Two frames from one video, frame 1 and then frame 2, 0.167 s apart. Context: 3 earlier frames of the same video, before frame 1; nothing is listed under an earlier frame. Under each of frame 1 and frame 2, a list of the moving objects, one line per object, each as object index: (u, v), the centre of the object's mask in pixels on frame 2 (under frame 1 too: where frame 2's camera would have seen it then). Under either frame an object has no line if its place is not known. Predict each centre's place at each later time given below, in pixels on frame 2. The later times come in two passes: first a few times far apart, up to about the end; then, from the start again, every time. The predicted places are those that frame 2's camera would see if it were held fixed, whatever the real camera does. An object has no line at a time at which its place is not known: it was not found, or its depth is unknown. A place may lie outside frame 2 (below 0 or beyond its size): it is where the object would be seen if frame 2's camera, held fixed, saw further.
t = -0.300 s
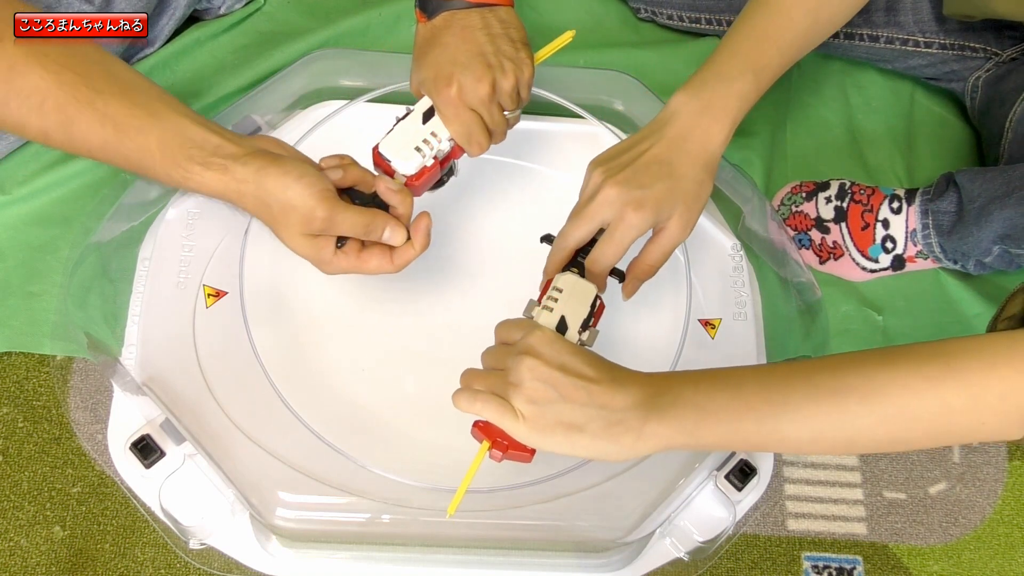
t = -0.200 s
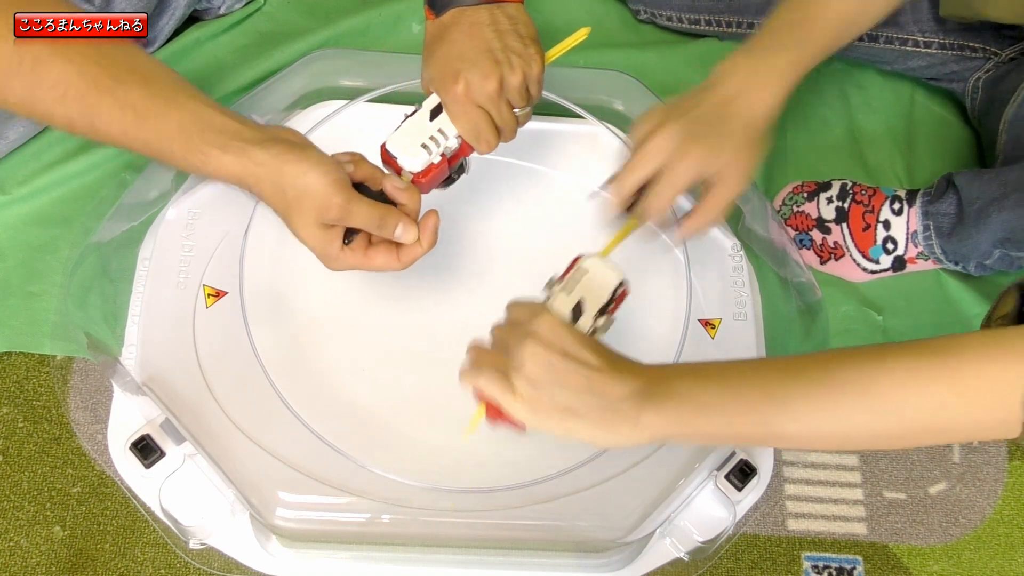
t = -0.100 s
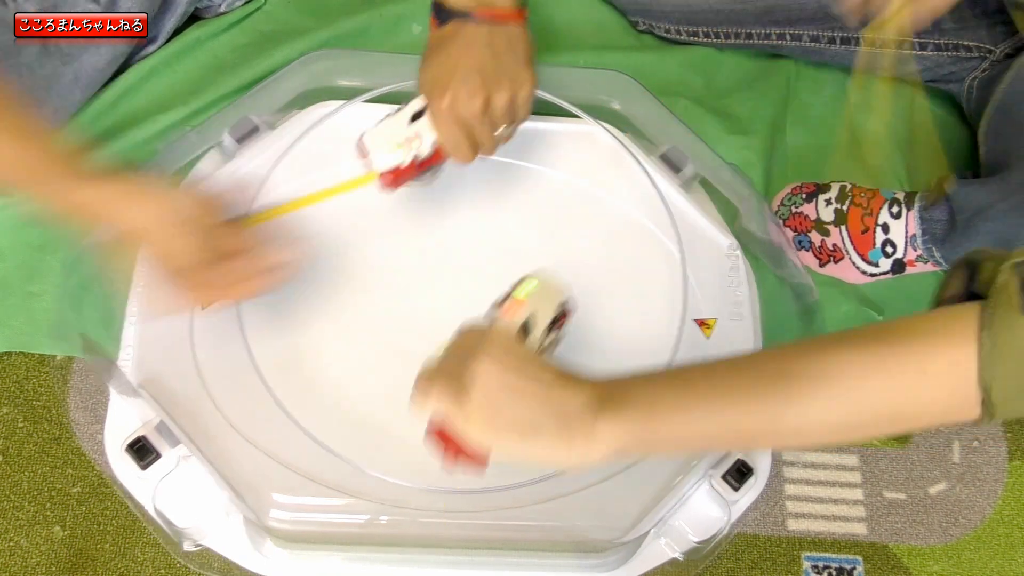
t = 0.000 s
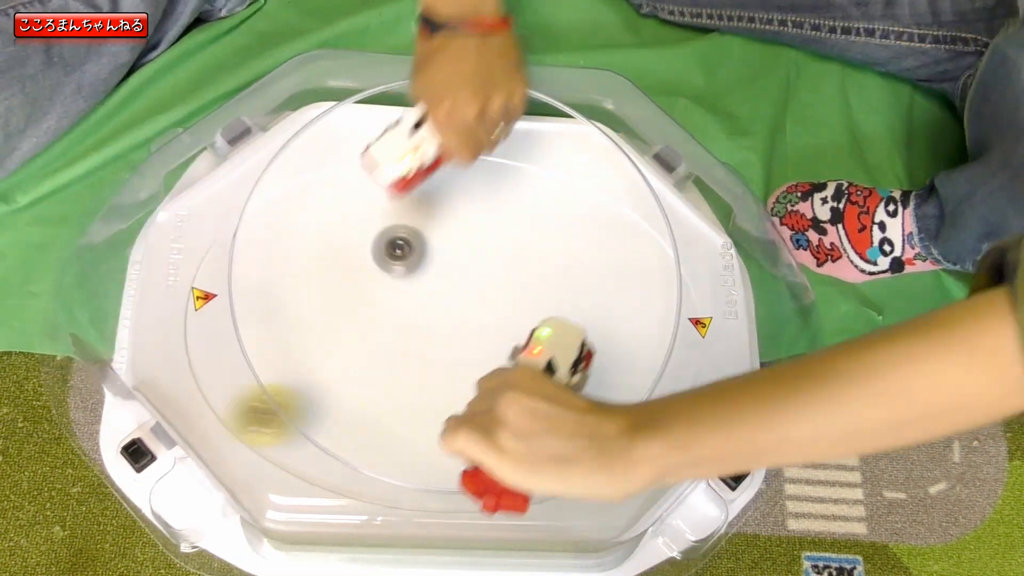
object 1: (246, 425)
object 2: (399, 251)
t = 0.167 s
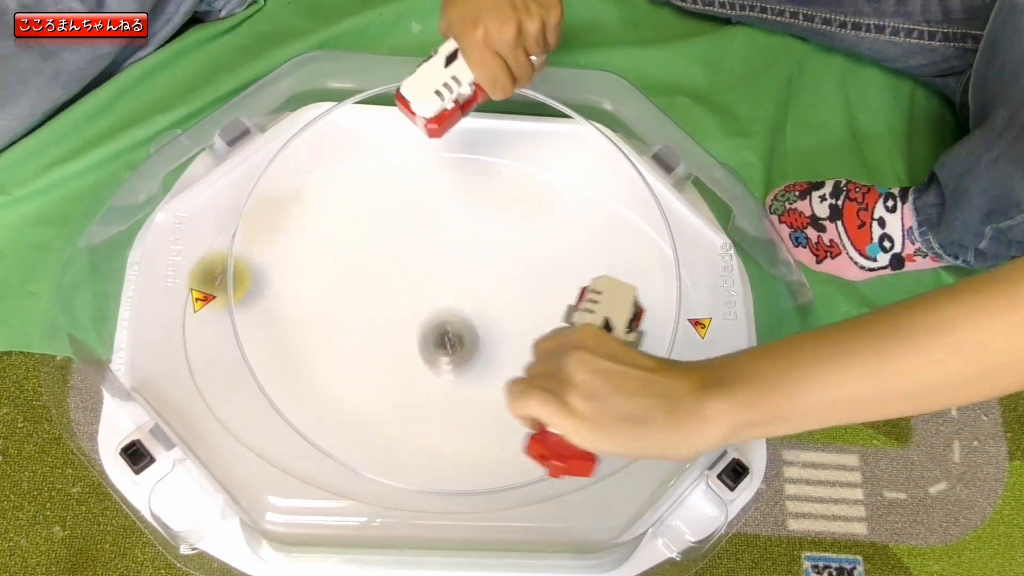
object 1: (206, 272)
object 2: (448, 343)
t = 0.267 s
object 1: (238, 193)
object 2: (477, 435)
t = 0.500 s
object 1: (382, 182)
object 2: (563, 462)
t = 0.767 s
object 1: (460, 290)
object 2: (637, 366)
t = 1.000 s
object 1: (470, 305)
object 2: (613, 242)
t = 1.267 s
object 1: (404, 301)
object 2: (416, 191)
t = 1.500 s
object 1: (408, 412)
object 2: (232, 304)
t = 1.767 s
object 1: (601, 384)
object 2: (347, 478)
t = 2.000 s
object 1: (585, 236)
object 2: (603, 465)
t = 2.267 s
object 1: (351, 219)
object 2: (686, 265)
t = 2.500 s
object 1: (240, 375)
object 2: (493, 155)
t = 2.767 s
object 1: (412, 497)
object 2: (202, 254)
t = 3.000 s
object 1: (600, 417)
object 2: (332, 476)
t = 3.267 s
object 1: (581, 231)
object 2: (620, 438)
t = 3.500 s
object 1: (402, 173)
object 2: (674, 241)
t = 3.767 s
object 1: (212, 258)
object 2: (423, 144)
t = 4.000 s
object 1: (234, 413)
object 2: (203, 255)
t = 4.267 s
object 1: (446, 458)
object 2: (330, 474)
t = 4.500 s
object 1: (593, 349)
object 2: (573, 443)
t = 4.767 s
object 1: (545, 195)
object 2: (664, 236)
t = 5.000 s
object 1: (387, 170)
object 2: (480, 149)
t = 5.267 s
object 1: (257, 290)
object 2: (238, 209)
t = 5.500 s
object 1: (338, 425)
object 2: (208, 396)
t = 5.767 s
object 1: (536, 438)
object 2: (440, 494)
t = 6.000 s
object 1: (635, 333)
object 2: (653, 418)
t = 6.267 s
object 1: (555, 212)
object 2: (660, 230)
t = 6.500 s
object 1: (400, 209)
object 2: (485, 153)
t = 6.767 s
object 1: (287, 321)
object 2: (271, 238)
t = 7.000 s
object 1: (341, 433)
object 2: (254, 410)
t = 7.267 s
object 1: (505, 437)
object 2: (466, 492)
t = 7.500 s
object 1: (577, 329)
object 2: (645, 418)
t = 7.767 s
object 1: (491, 220)
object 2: (655, 244)
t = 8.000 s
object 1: (354, 216)
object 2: (518, 162)
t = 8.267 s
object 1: (271, 312)
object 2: (310, 203)
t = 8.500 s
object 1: (344, 403)
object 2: (224, 340)
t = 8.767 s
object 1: (505, 395)
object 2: (350, 482)
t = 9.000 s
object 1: (569, 294)
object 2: (537, 468)
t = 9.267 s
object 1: (479, 215)
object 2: (651, 319)
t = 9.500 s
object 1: (369, 261)
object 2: (587, 194)
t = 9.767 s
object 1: (382, 369)
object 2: (413, 163)
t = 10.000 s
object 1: (477, 408)
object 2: (271, 250)
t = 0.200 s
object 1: (216, 253)
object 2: (458, 381)
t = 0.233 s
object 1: (226, 221)
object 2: (465, 419)
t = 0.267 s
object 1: (238, 193)
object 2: (477, 435)
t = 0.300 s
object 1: (252, 172)
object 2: (491, 436)
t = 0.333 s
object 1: (277, 172)
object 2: (504, 440)
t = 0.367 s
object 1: (300, 164)
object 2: (518, 449)
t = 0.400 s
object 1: (323, 167)
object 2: (530, 460)
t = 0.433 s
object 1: (343, 167)
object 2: (539, 473)
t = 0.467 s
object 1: (364, 175)
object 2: (552, 467)
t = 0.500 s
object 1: (382, 182)
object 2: (563, 462)
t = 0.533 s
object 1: (398, 195)
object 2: (574, 458)
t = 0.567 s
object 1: (413, 204)
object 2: (585, 449)
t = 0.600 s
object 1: (427, 220)
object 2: (595, 438)
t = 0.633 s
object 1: (437, 234)
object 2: (604, 425)
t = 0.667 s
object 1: (445, 248)
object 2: (613, 411)
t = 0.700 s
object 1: (451, 264)
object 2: (621, 396)
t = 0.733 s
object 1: (456, 277)
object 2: (628, 381)
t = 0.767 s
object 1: (460, 290)
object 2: (637, 366)
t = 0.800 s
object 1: (461, 301)
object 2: (646, 348)
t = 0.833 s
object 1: (462, 308)
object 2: (651, 328)
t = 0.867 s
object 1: (463, 314)
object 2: (653, 309)
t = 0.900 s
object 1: (464, 317)
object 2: (649, 289)
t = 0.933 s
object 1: (462, 316)
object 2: (642, 272)
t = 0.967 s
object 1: (467, 313)
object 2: (629, 256)
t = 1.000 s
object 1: (470, 305)
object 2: (613, 242)
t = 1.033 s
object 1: (475, 295)
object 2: (593, 231)
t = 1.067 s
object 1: (477, 284)
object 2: (567, 222)
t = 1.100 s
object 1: (476, 274)
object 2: (541, 218)
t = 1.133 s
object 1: (470, 265)
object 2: (512, 215)
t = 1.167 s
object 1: (455, 269)
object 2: (490, 205)
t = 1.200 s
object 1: (437, 276)
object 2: (467, 196)
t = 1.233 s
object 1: (420, 286)
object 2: (442, 191)
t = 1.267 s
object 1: (404, 301)
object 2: (416, 191)
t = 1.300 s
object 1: (392, 315)
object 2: (388, 195)
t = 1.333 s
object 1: (383, 335)
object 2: (359, 203)
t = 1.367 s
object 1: (379, 353)
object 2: (330, 216)
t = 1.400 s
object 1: (379, 371)
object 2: (303, 233)
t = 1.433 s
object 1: (385, 387)
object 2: (275, 255)
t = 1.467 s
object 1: (394, 401)
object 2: (251, 278)
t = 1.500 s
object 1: (408, 412)
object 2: (232, 304)
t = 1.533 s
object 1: (424, 422)
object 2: (209, 335)
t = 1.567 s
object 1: (447, 428)
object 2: (198, 367)
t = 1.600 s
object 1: (473, 431)
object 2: (212, 389)
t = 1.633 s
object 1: (500, 432)
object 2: (235, 410)
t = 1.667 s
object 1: (528, 426)
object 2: (259, 430)
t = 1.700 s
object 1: (555, 416)
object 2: (286, 451)
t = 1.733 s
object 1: (578, 400)
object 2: (313, 470)
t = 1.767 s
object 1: (601, 384)
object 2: (347, 478)
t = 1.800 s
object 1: (617, 365)
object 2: (382, 487)
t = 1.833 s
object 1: (628, 342)
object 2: (419, 494)
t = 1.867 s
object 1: (631, 318)
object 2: (457, 498)
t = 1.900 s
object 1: (629, 295)
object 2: (496, 494)
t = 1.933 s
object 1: (620, 274)
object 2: (532, 490)
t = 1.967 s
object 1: (605, 253)
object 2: (571, 478)
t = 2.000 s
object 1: (585, 236)
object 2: (603, 465)
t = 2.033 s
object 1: (563, 222)
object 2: (635, 447)
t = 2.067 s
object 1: (535, 210)
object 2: (660, 425)
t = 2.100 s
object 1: (506, 203)
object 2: (682, 402)
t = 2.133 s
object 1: (477, 197)
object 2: (695, 376)
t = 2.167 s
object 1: (445, 197)
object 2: (701, 349)
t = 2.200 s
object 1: (414, 202)
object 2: (702, 319)
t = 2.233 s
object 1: (382, 208)
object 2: (697, 293)
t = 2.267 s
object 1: (351, 219)
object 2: (686, 265)
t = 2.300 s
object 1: (323, 232)
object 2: (671, 239)
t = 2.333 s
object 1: (296, 249)
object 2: (650, 217)
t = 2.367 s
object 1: (274, 270)
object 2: (625, 200)
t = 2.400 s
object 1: (258, 292)
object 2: (596, 184)
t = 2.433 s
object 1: (248, 316)
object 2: (563, 170)
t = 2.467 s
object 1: (235, 354)
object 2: (529, 162)
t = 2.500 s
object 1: (240, 375)
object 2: (493, 155)
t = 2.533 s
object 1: (252, 400)
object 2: (456, 154)
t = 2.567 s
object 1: (266, 423)
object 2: (416, 154)
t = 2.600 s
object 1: (282, 446)
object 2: (377, 160)
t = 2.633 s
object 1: (300, 467)
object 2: (335, 168)
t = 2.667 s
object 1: (322, 479)
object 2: (297, 179)
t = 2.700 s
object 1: (351, 494)
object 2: (254, 195)
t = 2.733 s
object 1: (381, 495)
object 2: (225, 217)
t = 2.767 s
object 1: (412, 497)
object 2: (202, 254)
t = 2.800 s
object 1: (444, 496)
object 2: (186, 289)
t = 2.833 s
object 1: (475, 492)
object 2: (187, 338)
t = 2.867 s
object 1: (504, 484)
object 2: (202, 378)
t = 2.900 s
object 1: (532, 475)
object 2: (225, 412)
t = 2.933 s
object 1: (556, 456)
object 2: (258, 440)
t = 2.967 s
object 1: (579, 440)
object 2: (296, 461)
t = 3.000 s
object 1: (600, 417)
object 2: (332, 476)
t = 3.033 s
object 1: (613, 396)
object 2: (373, 488)
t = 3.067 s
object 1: (625, 372)
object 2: (413, 494)
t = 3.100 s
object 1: (629, 346)
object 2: (449, 496)
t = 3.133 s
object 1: (629, 319)
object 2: (487, 494)
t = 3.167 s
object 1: (623, 295)
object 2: (525, 486)
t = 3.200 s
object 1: (613, 272)
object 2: (560, 474)
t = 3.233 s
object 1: (599, 250)
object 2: (593, 459)
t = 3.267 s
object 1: (581, 231)
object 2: (620, 438)
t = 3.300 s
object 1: (561, 213)
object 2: (642, 415)
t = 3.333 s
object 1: (537, 200)
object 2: (660, 387)
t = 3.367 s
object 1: (512, 188)
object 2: (673, 359)
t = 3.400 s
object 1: (485, 182)
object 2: (677, 326)
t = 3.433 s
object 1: (458, 176)
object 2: (684, 295)
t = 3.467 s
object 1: (431, 174)
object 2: (682, 267)
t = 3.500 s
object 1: (402, 173)
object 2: (674, 241)
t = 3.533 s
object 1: (373, 176)
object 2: (649, 223)
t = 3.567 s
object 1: (345, 178)
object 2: (622, 205)
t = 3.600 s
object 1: (318, 185)
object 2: (593, 187)
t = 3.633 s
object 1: (291, 194)
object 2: (562, 171)
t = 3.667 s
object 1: (265, 209)
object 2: (530, 159)
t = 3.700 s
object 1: (242, 226)
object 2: (497, 150)
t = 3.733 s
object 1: (222, 237)
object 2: (461, 147)
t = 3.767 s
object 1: (212, 258)
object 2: (423, 144)
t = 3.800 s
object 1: (199, 272)
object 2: (387, 147)
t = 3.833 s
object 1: (185, 309)
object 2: (352, 154)
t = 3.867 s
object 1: (186, 331)
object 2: (317, 165)
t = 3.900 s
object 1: (190, 357)
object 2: (282, 179)
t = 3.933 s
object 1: (199, 378)
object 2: (250, 198)
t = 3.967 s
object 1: (214, 393)
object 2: (220, 223)
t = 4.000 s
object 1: (234, 413)
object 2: (203, 255)
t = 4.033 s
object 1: (254, 431)
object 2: (184, 290)
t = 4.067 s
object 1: (277, 447)
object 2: (187, 332)
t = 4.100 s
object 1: (304, 463)
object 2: (197, 366)
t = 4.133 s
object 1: (332, 466)
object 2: (216, 399)
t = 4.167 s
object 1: (361, 468)
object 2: (237, 424)
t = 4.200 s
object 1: (387, 465)
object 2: (266, 444)
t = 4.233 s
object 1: (417, 464)
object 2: (298, 462)
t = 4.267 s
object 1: (446, 458)
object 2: (330, 474)
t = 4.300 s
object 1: (475, 449)
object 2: (365, 483)
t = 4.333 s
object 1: (502, 438)
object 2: (400, 488)
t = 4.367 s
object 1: (526, 425)
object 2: (436, 487)
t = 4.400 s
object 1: (548, 407)
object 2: (472, 482)
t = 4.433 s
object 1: (566, 388)
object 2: (508, 471)
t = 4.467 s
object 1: (581, 369)
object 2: (541, 460)
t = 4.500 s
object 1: (593, 349)
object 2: (573, 443)
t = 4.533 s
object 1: (601, 327)
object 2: (602, 422)
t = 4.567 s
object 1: (604, 303)
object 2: (624, 398)
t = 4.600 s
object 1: (602, 283)
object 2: (642, 375)
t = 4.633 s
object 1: (597, 262)
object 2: (658, 346)
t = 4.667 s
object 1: (588, 243)
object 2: (667, 318)
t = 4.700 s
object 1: (577, 225)
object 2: (671, 289)
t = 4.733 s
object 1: (562, 208)
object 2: (669, 262)
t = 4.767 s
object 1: (545, 195)
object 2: (664, 236)
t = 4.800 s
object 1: (525, 184)
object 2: (646, 218)
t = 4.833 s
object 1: (504, 175)
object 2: (621, 204)
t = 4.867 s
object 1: (481, 168)
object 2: (594, 191)
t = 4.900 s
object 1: (458, 164)
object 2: (566, 177)
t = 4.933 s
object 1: (434, 164)
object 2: (539, 166)
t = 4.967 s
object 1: (410, 166)
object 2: (510, 154)
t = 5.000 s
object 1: (387, 170)
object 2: (480, 149)
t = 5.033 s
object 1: (364, 177)
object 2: (447, 147)
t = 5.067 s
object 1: (342, 186)
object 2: (416, 148)
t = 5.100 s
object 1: (319, 196)
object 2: (384, 150)
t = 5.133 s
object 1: (301, 210)
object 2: (352, 157)
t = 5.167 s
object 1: (283, 228)
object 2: (322, 166)
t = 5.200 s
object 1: (272, 247)
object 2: (295, 178)
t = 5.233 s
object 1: (262, 268)
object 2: (264, 192)
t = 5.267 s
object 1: (257, 290)
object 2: (238, 209)
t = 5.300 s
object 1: (257, 312)
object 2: (217, 231)
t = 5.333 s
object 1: (262, 335)
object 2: (202, 255)
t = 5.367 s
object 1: (273, 354)
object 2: (186, 282)
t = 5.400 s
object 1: (285, 374)
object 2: (184, 317)
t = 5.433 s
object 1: (302, 393)
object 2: (187, 345)
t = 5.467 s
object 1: (320, 410)
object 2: (197, 371)
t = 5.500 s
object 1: (338, 425)
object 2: (208, 396)
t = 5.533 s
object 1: (362, 436)
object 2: (228, 418)
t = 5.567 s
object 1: (385, 444)
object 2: (250, 437)
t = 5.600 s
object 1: (410, 449)
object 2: (277, 453)
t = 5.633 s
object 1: (435, 451)
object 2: (306, 469)
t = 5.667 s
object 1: (461, 452)
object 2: (339, 478)
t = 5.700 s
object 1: (487, 450)
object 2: (371, 488)
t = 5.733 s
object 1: (512, 445)
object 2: (404, 493)
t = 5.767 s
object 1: (536, 438)
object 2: (440, 494)
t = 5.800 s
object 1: (559, 428)
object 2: (473, 492)
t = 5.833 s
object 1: (577, 416)
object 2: (508, 489)
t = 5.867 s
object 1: (594, 401)
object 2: (543, 478)
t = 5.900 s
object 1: (609, 386)
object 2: (571, 469)
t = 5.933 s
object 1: (622, 369)
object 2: (604, 454)
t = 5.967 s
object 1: (632, 350)
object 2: (629, 437)
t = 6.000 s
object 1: (635, 333)
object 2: (653, 418)
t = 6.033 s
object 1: (635, 313)
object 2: (673, 397)
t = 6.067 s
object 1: (632, 294)
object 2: (691, 374)
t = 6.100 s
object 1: (625, 277)
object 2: (701, 354)
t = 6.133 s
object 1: (615, 260)
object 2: (703, 325)
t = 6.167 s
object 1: (603, 246)
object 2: (699, 298)
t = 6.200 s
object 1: (589, 233)
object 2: (691, 274)
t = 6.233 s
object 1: (573, 222)
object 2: (677, 251)
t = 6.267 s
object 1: (555, 212)
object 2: (660, 230)
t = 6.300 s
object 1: (535, 206)
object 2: (640, 211)
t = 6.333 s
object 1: (513, 202)
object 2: (617, 196)
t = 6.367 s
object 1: (491, 199)
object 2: (592, 184)
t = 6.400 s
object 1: (468, 198)
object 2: (566, 171)
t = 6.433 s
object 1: (444, 202)
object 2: (539, 162)
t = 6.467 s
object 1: (422, 204)
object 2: (513, 156)
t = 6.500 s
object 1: (400, 209)
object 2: (485, 153)
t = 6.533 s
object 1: (380, 218)
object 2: (457, 153)
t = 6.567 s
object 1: (360, 231)
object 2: (428, 156)
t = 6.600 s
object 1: (340, 241)
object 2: (400, 163)
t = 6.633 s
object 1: (323, 255)
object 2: (371, 173)
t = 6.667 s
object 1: (309, 272)
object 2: (343, 184)
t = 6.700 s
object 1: (300, 287)
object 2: (316, 200)
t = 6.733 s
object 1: (291, 305)
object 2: (293, 216)
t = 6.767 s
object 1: (287, 321)
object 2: (271, 238)
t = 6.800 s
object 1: (286, 339)
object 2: (254, 260)
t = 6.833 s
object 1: (289, 358)
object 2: (241, 284)
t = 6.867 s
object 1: (294, 376)
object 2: (235, 310)
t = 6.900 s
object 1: (301, 392)
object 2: (231, 337)
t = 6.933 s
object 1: (312, 408)
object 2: (232, 364)
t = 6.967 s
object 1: (324, 424)
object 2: (239, 388)
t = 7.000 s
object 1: (341, 433)
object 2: (254, 410)
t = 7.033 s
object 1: (357, 444)
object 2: (269, 433)
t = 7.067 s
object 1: (376, 451)
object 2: (289, 453)
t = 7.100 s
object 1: (398, 456)
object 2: (310, 471)
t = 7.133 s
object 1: (420, 456)
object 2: (342, 475)
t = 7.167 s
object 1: (442, 456)
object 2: (372, 484)
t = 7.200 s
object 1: (464, 451)
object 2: (401, 488)
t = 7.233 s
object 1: (485, 445)
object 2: (435, 491)
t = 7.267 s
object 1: (505, 437)
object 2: (466, 492)
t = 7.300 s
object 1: (522, 425)
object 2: (496, 490)
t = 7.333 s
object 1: (540, 413)
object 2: (528, 485)
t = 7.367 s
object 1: (553, 397)
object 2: (555, 478)
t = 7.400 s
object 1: (562, 382)
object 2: (582, 466)
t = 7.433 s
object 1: (570, 364)
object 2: (607, 453)
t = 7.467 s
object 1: (575, 347)
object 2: (628, 437)
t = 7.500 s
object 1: (577, 329)
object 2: (645, 418)
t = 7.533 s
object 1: (575, 311)
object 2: (660, 398)
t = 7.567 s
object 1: (570, 293)
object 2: (671, 377)
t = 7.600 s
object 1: (561, 277)
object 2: (678, 355)
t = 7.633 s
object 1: (550, 263)
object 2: (678, 331)
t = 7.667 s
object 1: (537, 250)
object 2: (678, 306)
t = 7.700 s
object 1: (523, 237)
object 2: (675, 286)
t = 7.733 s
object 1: (508, 227)
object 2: (667, 264)
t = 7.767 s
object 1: (491, 220)
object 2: (655, 244)
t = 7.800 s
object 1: (473, 216)
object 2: (640, 224)
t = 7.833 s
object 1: (453, 212)
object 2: (627, 209)
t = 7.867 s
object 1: (434, 208)
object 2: (609, 196)
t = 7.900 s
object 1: (413, 208)
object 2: (589, 184)
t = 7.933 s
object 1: (393, 207)
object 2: (566, 174)
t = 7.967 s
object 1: (373, 211)
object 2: (542, 167)
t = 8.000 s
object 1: (354, 216)
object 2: (518, 162)
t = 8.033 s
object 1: (336, 222)
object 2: (493, 158)
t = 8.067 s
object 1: (318, 233)
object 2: (466, 158)
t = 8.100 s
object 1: (301, 242)
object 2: (440, 160)
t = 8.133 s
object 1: (289, 255)
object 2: (413, 164)
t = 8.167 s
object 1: (280, 270)
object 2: (387, 169)
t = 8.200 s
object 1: (274, 283)
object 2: (360, 178)
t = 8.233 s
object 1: (269, 296)
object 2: (334, 189)
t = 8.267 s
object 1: (271, 312)
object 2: (310, 203)
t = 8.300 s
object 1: (275, 325)
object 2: (287, 216)
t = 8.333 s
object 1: (297, 339)
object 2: (267, 234)
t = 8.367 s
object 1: (307, 353)
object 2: (250, 254)
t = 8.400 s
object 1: (301, 368)
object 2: (238, 272)
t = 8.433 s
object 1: (314, 380)
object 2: (232, 293)
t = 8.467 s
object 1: (328, 390)
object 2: (227, 320)
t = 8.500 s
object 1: (344, 403)
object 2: (224, 340)
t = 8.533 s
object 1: (364, 409)
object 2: (228, 362)
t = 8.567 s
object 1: (384, 413)
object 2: (238, 383)
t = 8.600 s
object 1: (404, 415)
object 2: (249, 402)
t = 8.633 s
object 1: (425, 414)
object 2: (264, 421)
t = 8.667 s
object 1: (446, 413)
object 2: (281, 439)
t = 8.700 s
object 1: (467, 409)
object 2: (305, 456)
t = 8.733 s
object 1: (488, 403)
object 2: (326, 472)
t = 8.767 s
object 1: (505, 395)
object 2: (350, 482)
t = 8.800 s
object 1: (521, 383)
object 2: (374, 488)
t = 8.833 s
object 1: (536, 369)
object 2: (400, 490)
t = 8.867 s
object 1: (546, 355)
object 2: (428, 491)
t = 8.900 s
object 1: (557, 341)
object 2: (457, 489)
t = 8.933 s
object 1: (563, 325)
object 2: (485, 484)
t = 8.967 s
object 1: (571, 307)
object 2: (511, 478)
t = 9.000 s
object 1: (569, 294)
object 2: (537, 468)
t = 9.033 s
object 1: (571, 279)
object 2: (561, 455)
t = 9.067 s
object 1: (561, 266)
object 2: (583, 441)
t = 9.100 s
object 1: (547, 251)
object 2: (603, 424)
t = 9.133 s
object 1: (543, 240)
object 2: (619, 404)
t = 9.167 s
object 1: (531, 230)
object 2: (633, 383)
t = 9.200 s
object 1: (517, 223)
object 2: (643, 363)
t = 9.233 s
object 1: (493, 219)
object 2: (649, 341)
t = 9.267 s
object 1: (479, 215)
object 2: (651, 319)
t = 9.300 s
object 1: (464, 215)
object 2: (651, 298)
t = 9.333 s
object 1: (445, 217)
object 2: (646, 277)
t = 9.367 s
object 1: (426, 221)
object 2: (639, 257)
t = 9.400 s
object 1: (406, 229)
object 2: (630, 239)
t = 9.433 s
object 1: (391, 239)
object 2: (617, 221)
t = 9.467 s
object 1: (379, 249)
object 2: (603, 206)
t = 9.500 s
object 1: (369, 261)
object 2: (587, 194)
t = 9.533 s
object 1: (368, 275)
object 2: (568, 183)
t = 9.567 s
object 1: (353, 290)
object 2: (550, 173)
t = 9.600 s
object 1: (351, 304)
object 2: (528, 166)
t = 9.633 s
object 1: (353, 317)
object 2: (507, 161)
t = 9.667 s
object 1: (355, 330)
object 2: (484, 158)
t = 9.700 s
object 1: (370, 344)
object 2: (461, 157)
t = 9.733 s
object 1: (376, 358)
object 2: (437, 159)
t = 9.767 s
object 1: (382, 369)
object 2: (413, 163)
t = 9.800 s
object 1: (391, 380)
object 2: (389, 168)
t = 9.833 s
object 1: (405, 389)
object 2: (365, 176)
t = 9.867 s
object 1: (414, 396)
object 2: (341, 186)
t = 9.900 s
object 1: (429, 402)
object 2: (321, 199)
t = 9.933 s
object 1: (442, 405)
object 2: (301, 214)
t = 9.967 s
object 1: (459, 407)
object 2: (285, 231)
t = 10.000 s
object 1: (477, 408)
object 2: (271, 250)
